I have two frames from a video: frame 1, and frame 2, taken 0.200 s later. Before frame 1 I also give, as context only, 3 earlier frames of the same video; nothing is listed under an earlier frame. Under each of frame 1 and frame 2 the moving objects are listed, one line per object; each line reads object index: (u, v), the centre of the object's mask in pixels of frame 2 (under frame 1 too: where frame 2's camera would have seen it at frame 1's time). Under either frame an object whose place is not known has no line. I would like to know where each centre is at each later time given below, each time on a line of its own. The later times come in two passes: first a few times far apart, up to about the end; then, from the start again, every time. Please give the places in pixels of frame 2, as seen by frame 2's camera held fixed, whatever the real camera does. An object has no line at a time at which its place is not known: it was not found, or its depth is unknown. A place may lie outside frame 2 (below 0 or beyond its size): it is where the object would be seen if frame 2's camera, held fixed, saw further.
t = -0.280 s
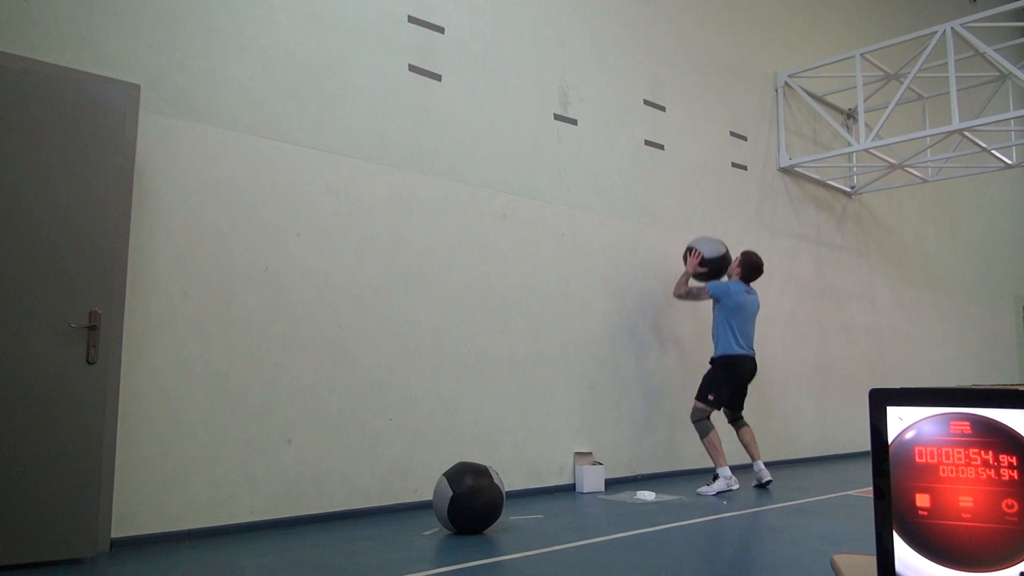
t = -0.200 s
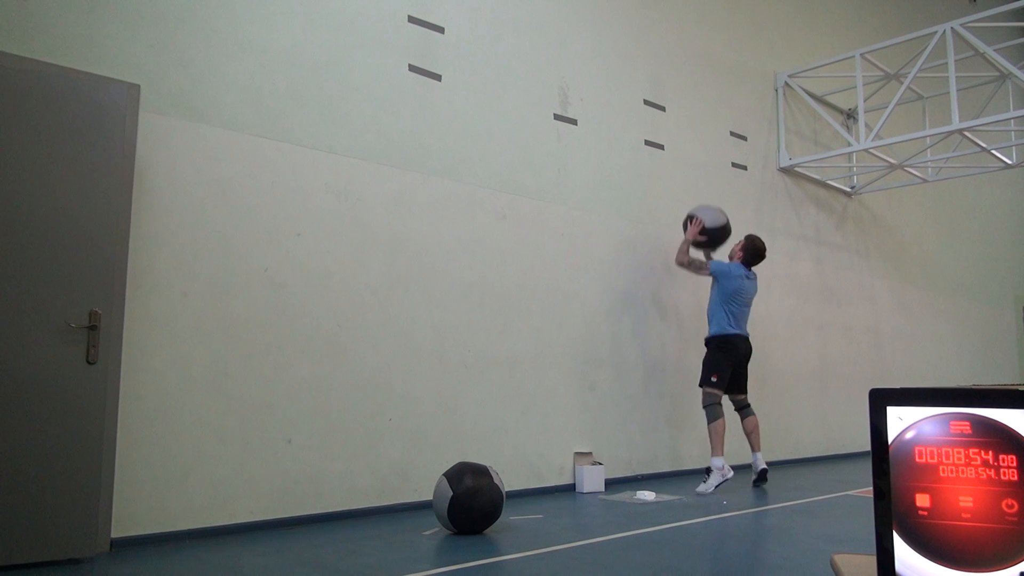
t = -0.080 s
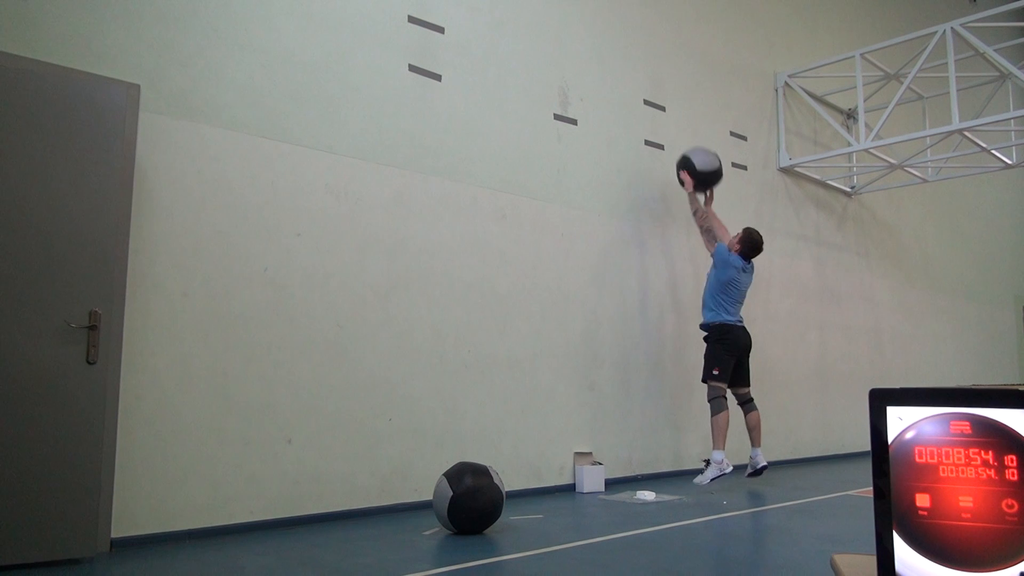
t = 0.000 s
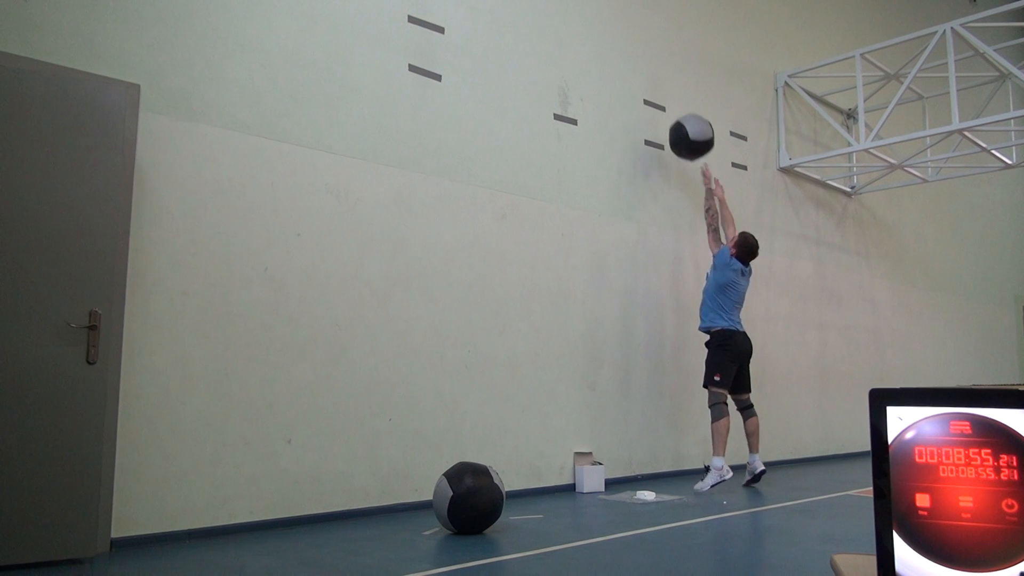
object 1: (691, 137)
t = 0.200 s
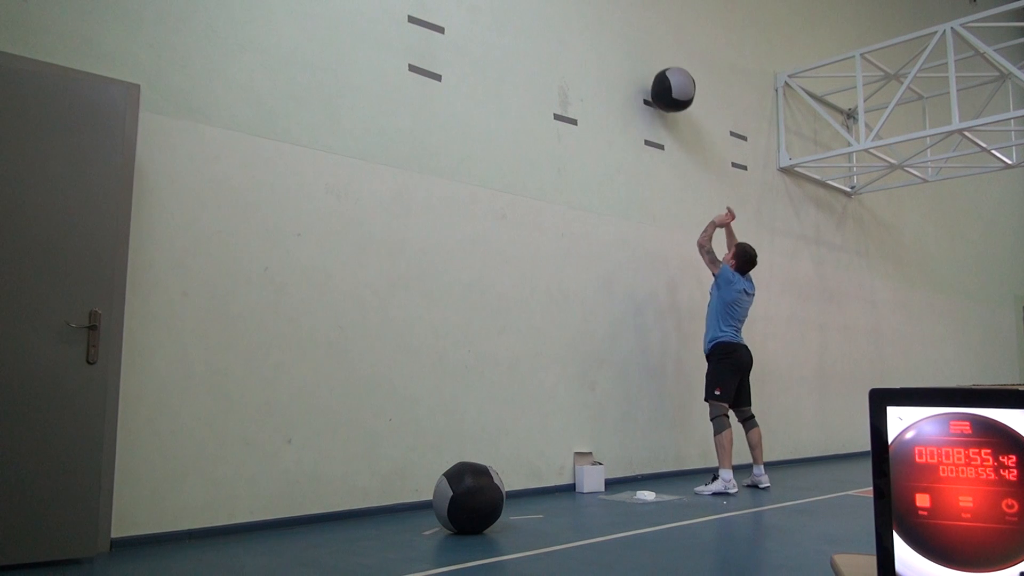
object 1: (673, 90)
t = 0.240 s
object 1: (669, 86)
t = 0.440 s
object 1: (671, 91)
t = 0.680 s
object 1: (681, 158)
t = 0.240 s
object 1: (669, 86)
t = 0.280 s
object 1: (666, 85)
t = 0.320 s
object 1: (666, 85)
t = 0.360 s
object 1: (668, 85)
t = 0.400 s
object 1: (670, 87)
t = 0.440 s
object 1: (671, 91)
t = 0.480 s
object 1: (673, 97)
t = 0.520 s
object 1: (674, 105)
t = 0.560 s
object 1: (676, 115)
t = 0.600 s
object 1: (678, 127)
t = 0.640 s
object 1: (680, 141)
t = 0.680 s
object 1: (681, 158)
